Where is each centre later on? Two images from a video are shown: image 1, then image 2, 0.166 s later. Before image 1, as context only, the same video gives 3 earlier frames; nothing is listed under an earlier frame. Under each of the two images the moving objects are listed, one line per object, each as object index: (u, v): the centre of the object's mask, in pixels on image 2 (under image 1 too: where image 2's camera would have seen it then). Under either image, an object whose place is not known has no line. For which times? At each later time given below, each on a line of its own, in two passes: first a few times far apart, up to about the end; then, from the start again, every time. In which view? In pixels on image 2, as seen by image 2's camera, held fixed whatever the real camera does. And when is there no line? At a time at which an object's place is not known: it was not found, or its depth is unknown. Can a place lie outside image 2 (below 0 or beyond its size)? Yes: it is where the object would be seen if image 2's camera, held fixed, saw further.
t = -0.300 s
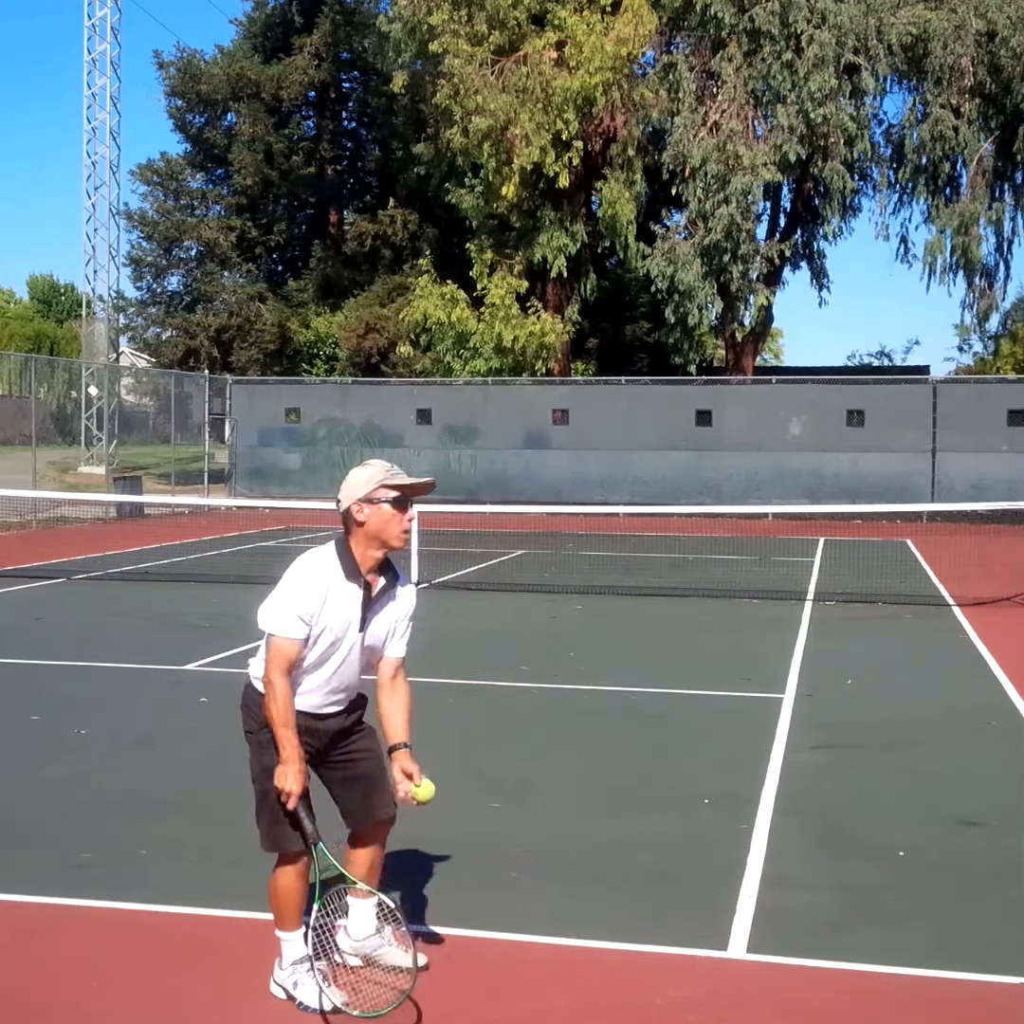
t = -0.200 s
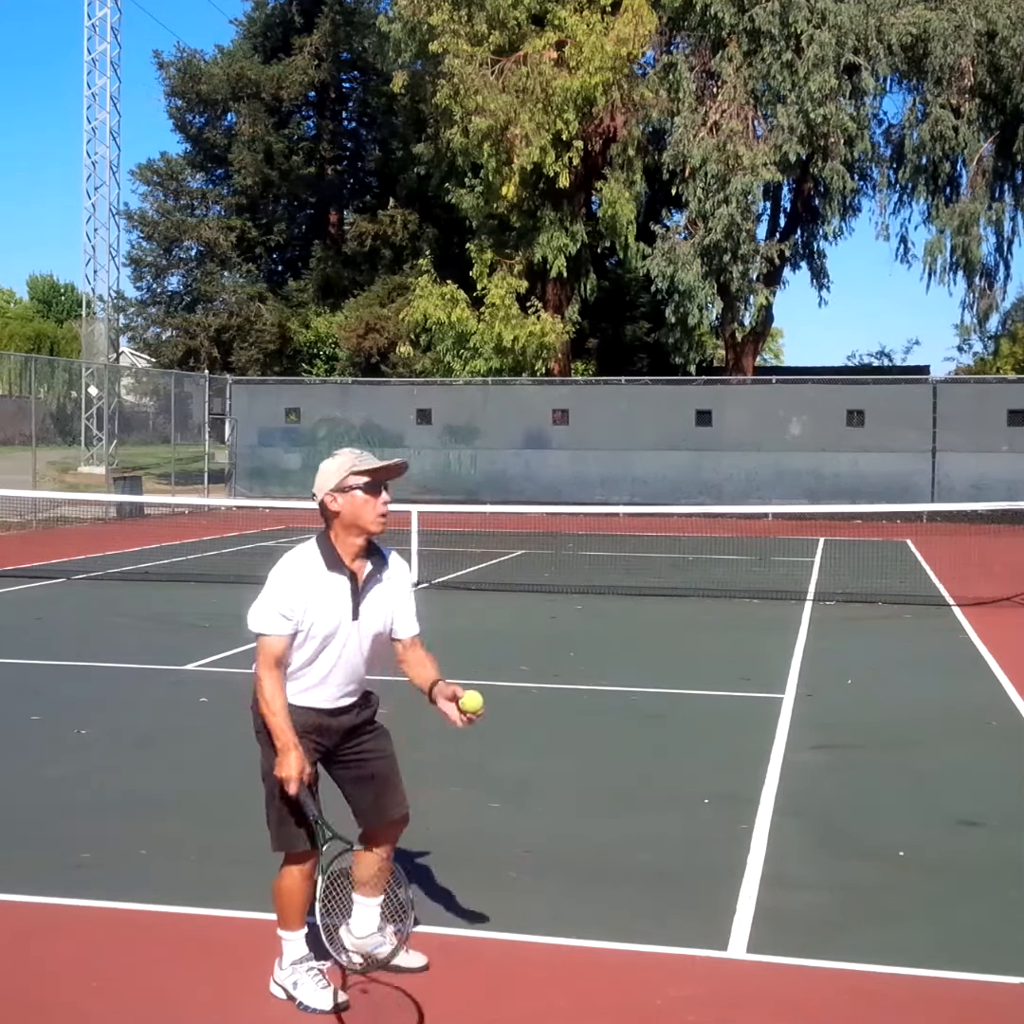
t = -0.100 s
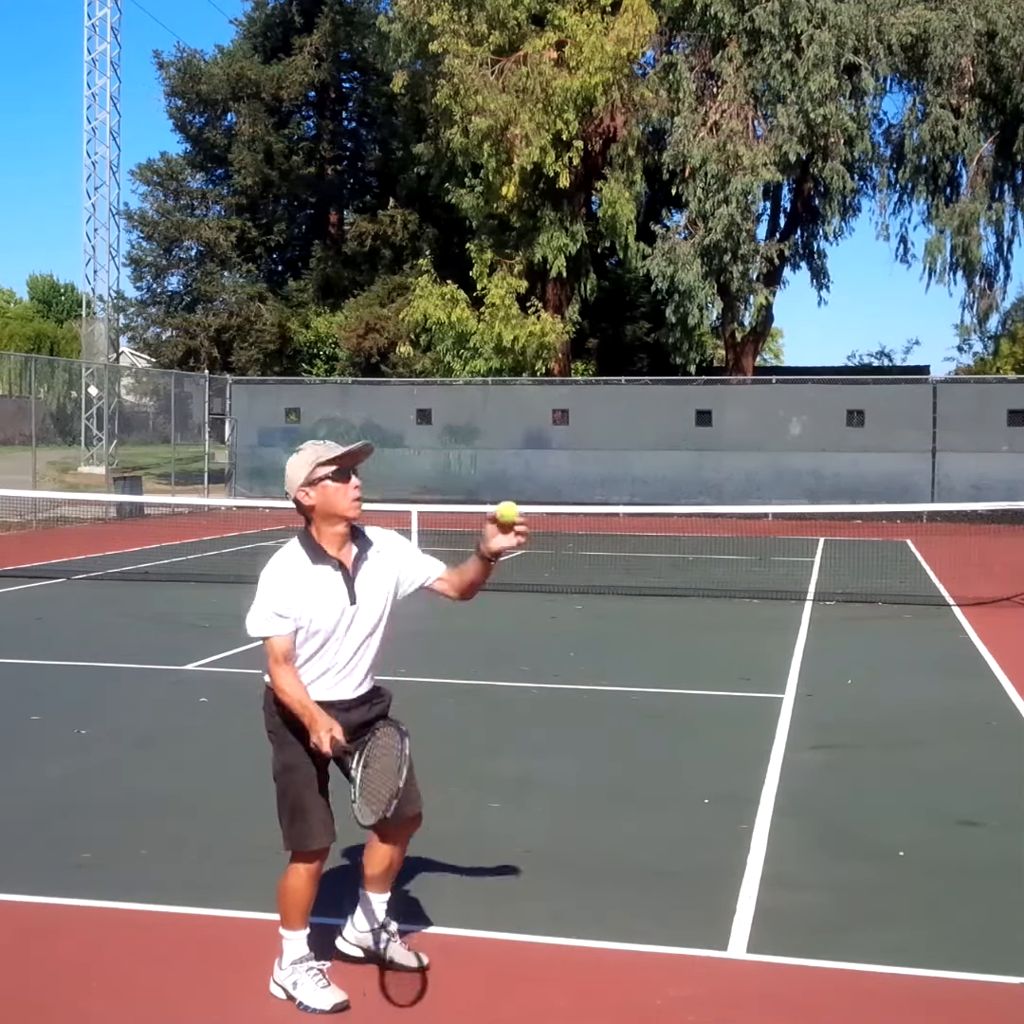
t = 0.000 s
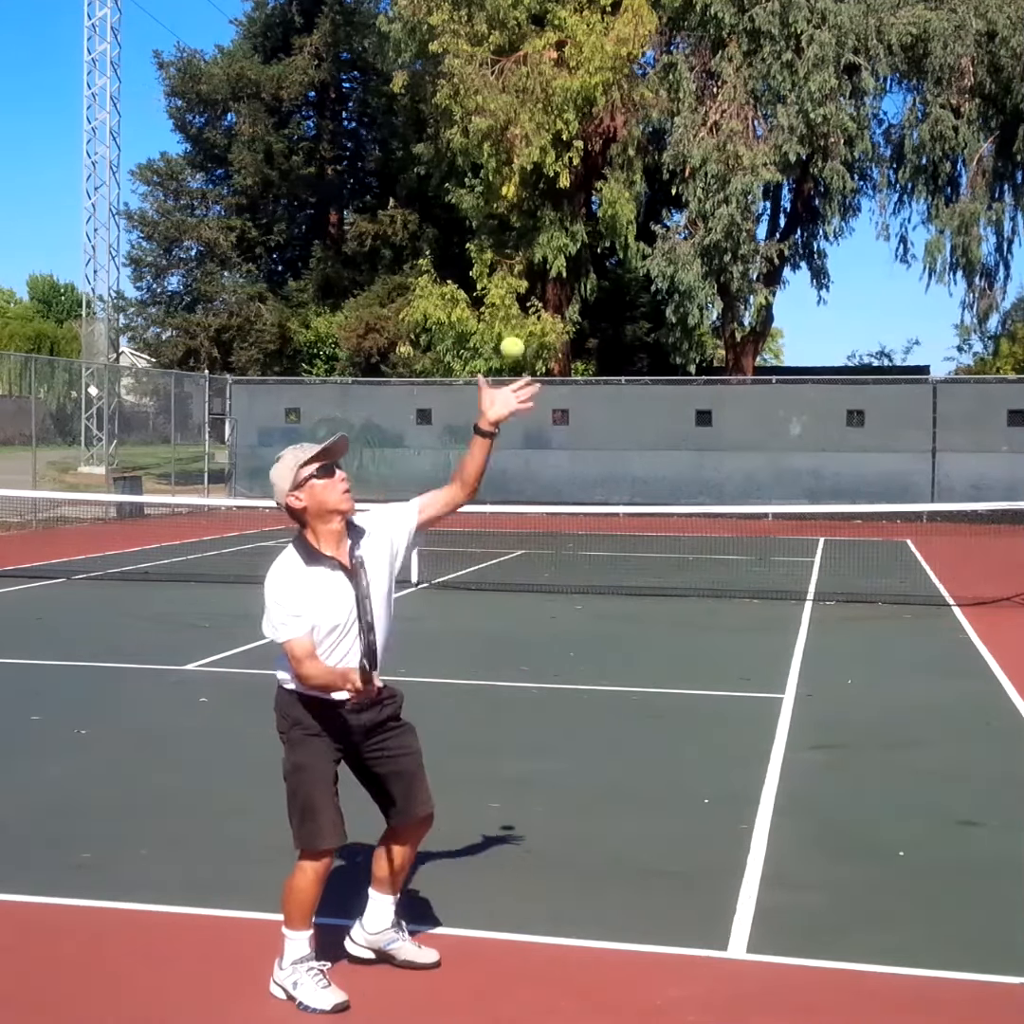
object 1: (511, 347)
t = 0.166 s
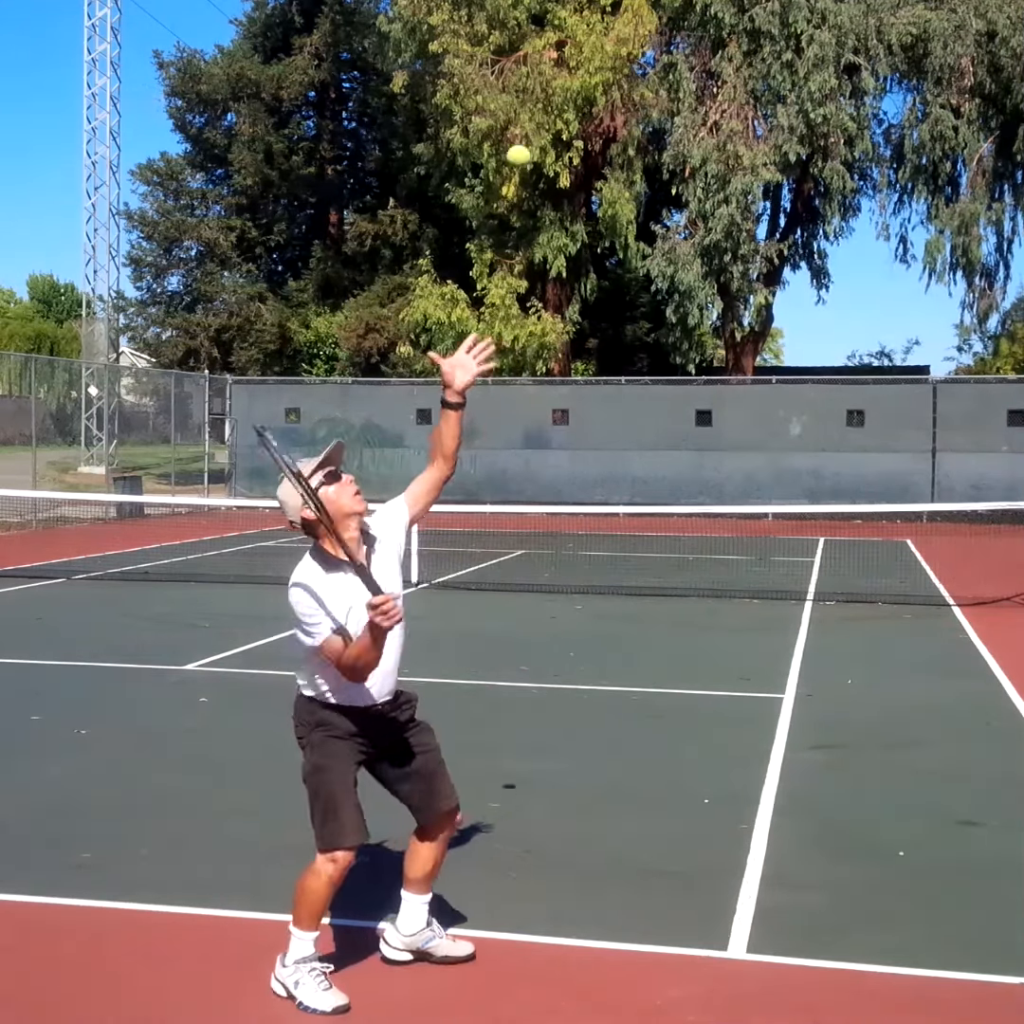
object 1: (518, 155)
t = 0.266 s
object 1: (520, 87)
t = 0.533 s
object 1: (522, 78)
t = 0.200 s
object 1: (519, 128)
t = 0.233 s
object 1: (520, 106)
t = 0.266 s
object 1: (520, 87)
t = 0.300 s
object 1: (520, 73)
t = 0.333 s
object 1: (521, 62)
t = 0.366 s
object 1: (521, 55)
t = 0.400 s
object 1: (522, 53)
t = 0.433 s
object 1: (522, 53)
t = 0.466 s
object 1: (522, 57)
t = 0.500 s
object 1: (523, 65)
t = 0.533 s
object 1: (522, 78)
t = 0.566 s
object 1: (523, 92)
